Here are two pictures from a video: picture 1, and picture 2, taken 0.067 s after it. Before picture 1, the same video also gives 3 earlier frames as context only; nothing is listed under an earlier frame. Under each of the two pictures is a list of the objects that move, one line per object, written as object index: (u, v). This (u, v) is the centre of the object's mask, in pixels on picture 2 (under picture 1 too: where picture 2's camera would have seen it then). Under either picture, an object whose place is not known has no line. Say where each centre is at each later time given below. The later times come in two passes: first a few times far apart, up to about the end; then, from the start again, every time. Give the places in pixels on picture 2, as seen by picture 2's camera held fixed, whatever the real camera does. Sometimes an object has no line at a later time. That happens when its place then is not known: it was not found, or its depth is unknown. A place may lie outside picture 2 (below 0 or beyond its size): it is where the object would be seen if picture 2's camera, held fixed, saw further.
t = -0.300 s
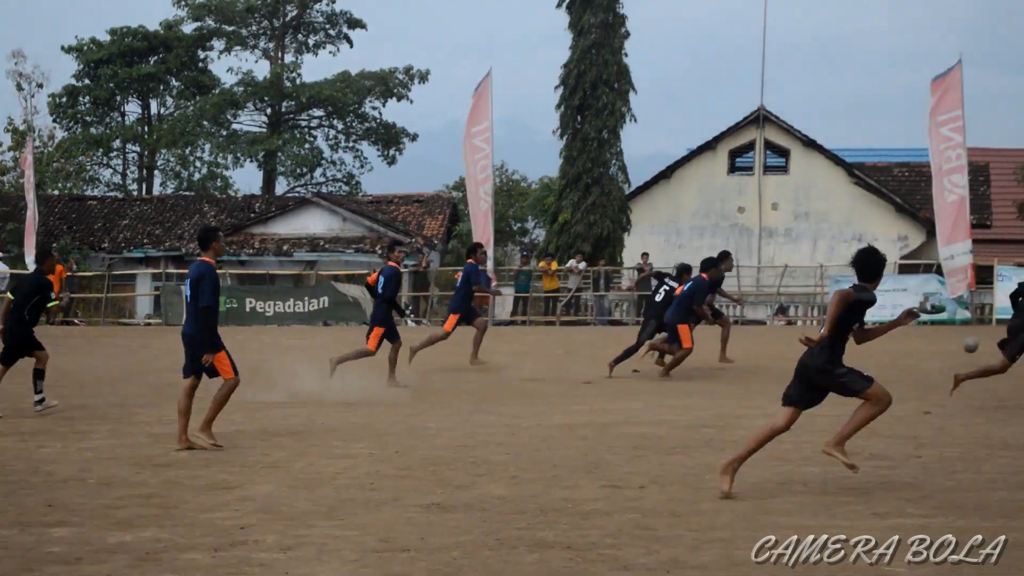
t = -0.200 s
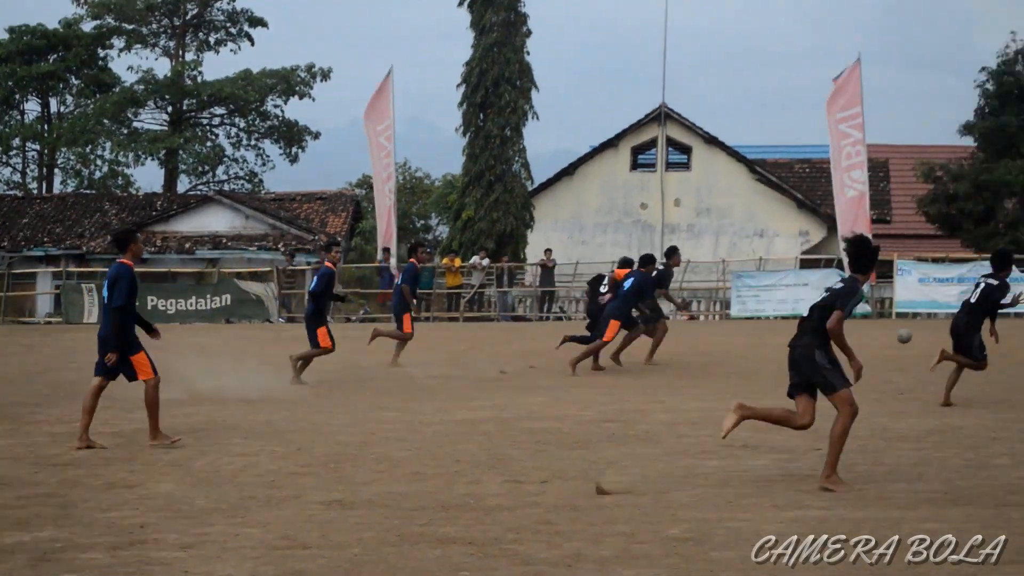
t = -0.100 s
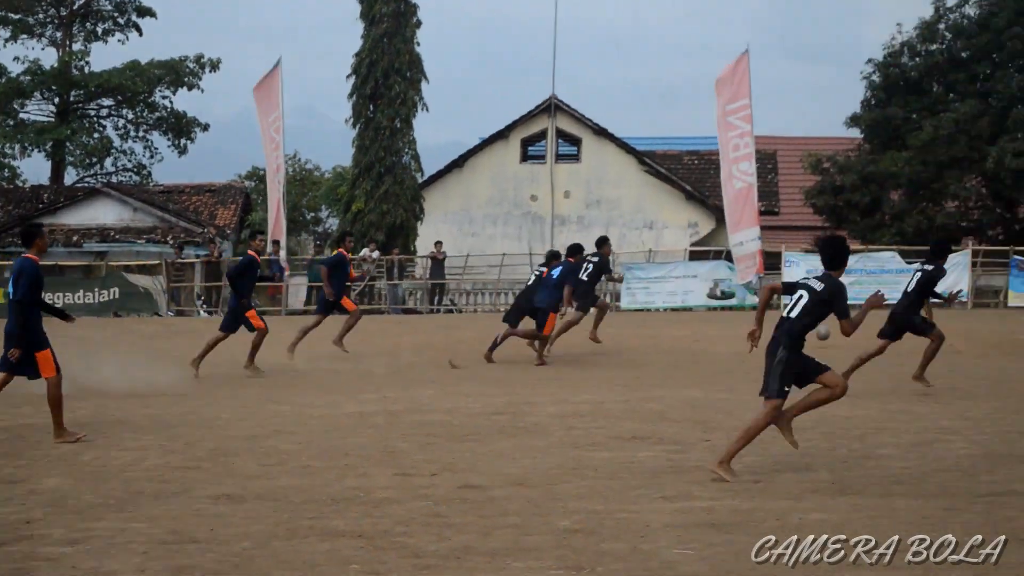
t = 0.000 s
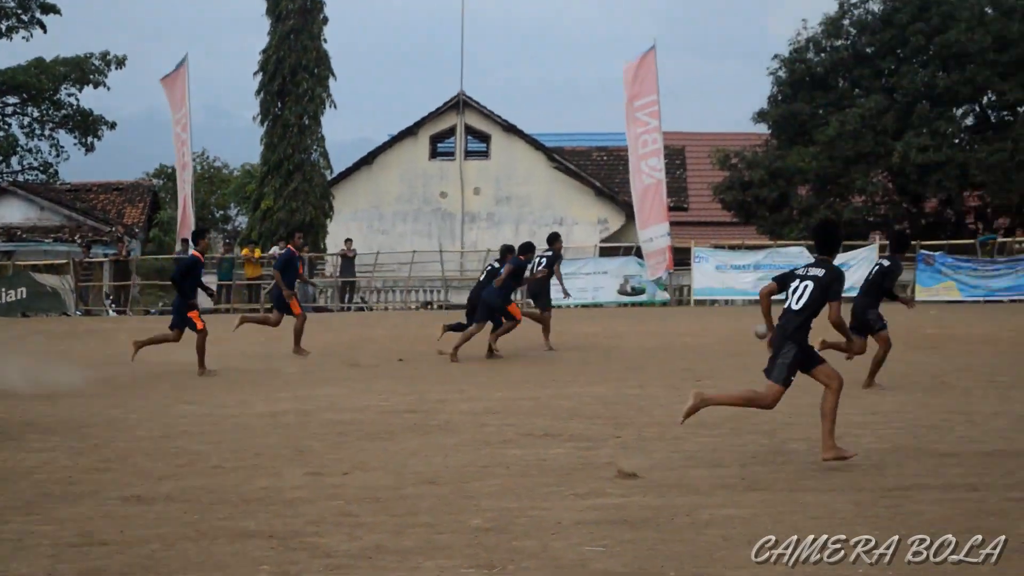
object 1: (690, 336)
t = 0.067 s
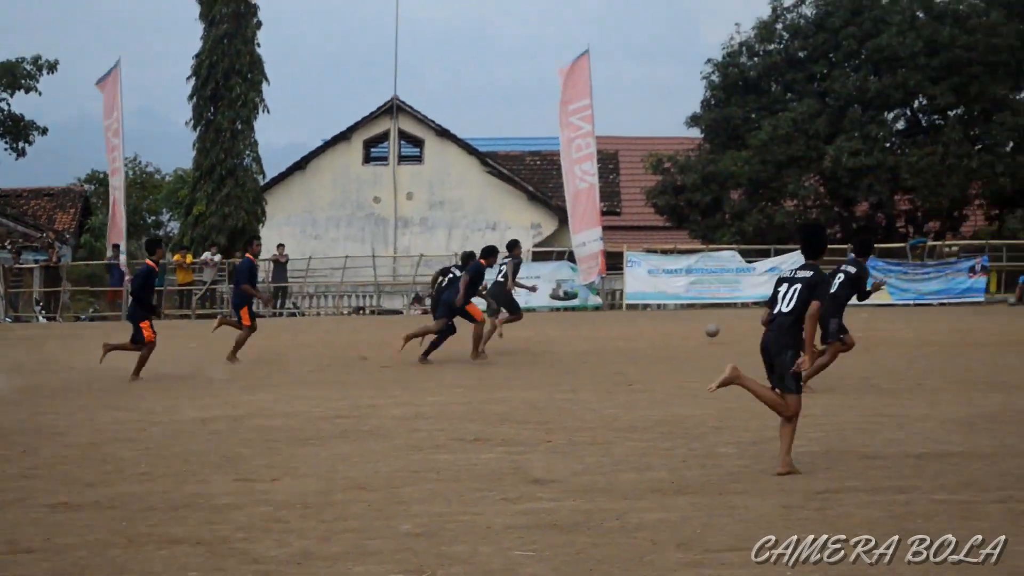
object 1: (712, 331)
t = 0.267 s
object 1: (769, 338)
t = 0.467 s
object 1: (821, 338)
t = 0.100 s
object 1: (723, 329)
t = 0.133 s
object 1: (733, 329)
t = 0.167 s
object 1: (743, 330)
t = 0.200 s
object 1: (752, 331)
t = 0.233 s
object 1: (760, 334)
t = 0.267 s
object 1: (769, 338)
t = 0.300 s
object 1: (778, 338)
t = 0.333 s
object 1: (787, 337)
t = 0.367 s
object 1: (796, 336)
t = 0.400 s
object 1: (805, 337)
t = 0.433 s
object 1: (813, 338)
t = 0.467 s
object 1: (821, 338)
